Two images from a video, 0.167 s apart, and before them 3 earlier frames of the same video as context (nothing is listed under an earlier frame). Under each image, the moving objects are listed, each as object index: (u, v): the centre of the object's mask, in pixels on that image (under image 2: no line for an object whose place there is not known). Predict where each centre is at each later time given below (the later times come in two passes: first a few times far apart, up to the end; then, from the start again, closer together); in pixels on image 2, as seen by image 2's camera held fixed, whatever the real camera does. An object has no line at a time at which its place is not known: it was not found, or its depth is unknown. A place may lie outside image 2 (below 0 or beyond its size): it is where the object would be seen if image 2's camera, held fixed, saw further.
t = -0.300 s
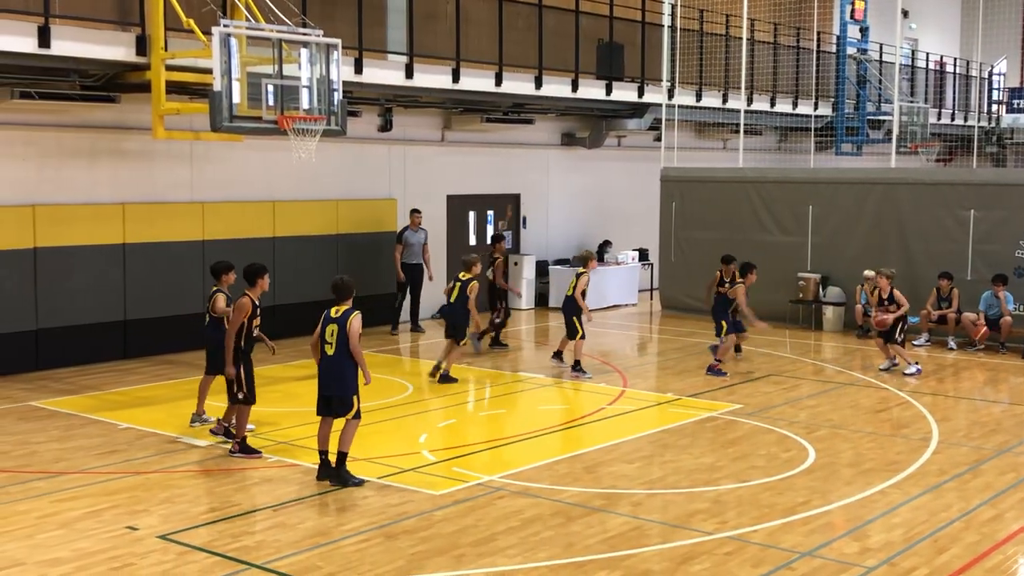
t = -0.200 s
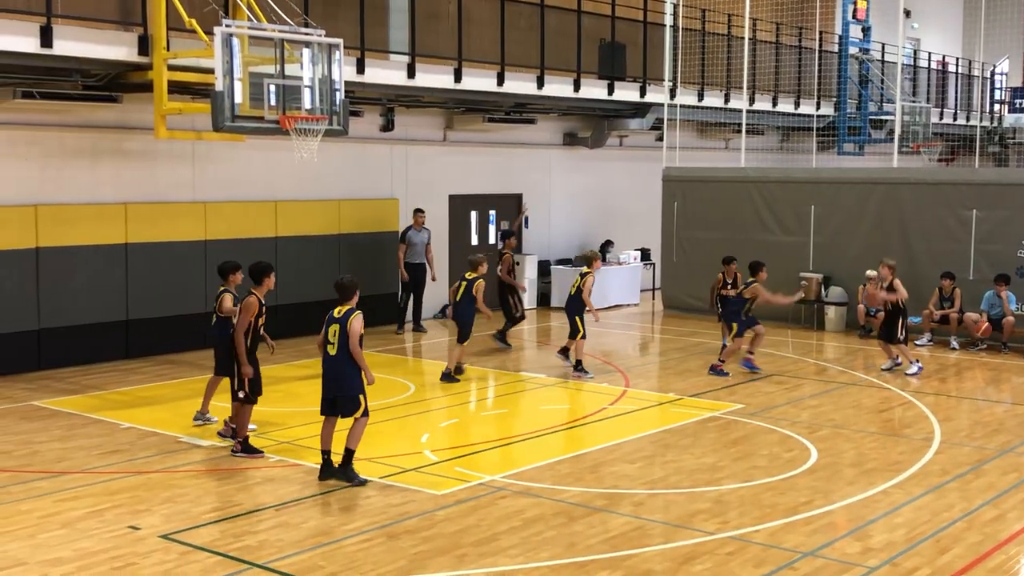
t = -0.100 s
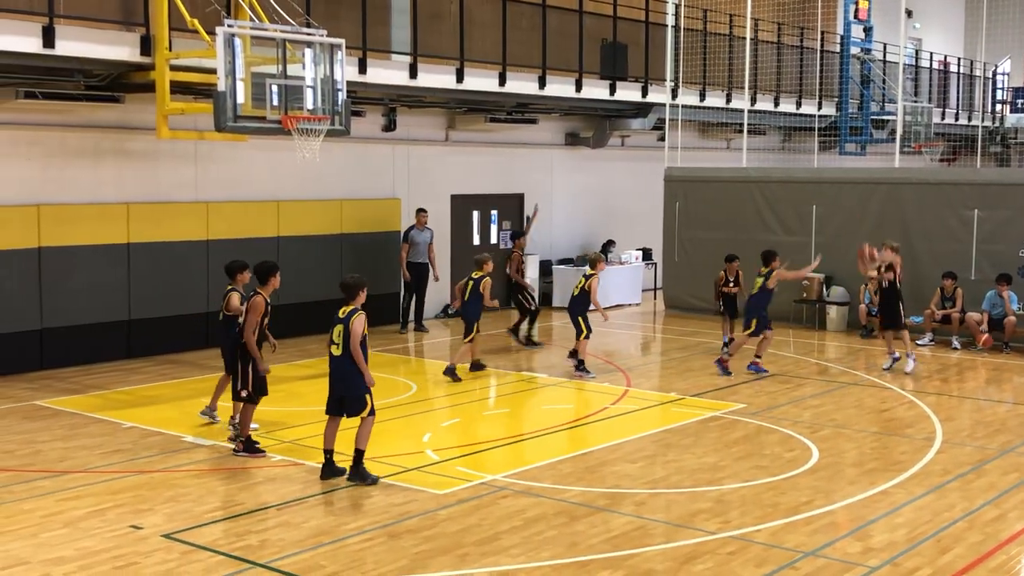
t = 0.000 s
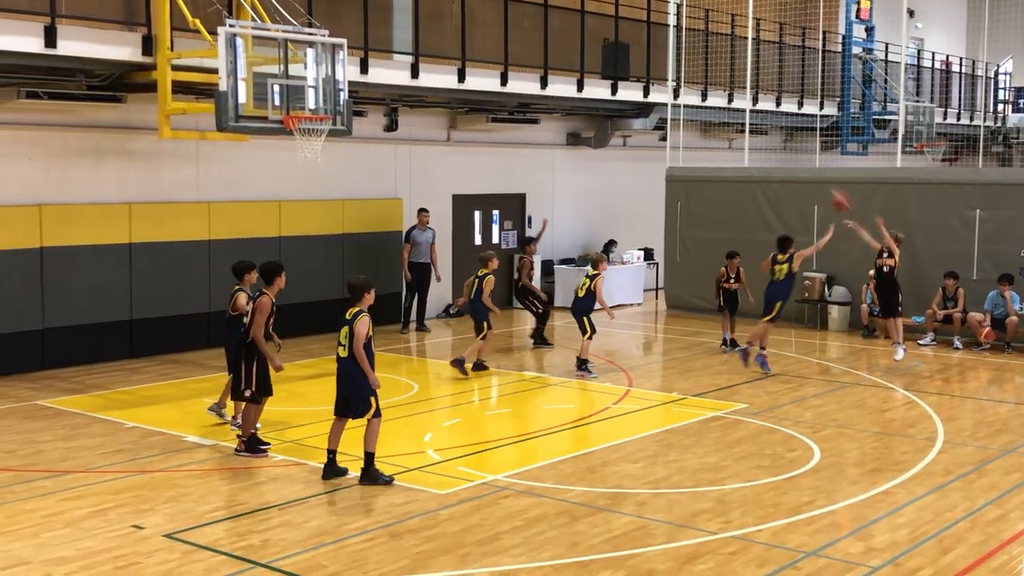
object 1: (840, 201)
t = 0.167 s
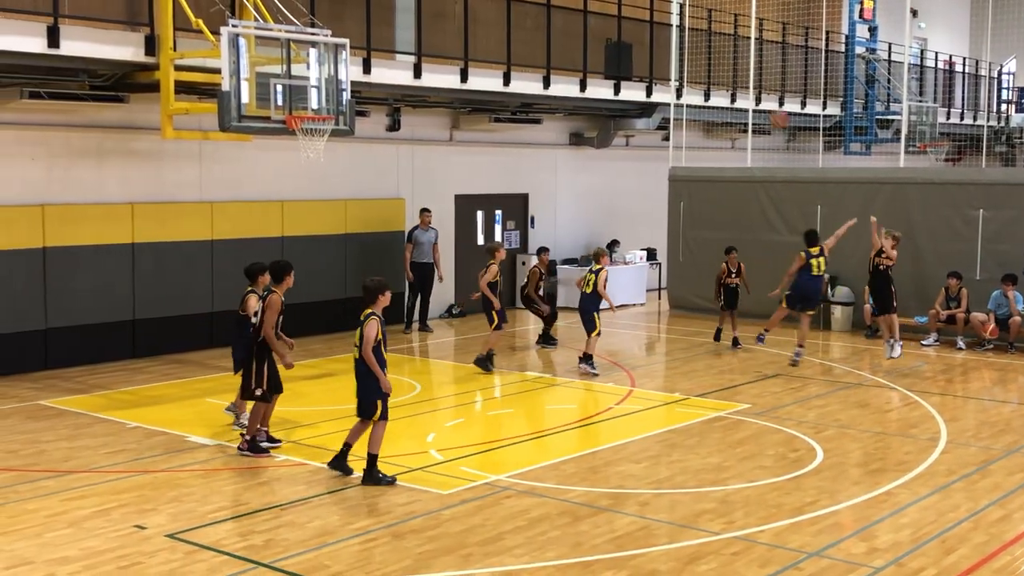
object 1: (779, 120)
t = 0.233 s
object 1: (754, 93)
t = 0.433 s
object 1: (674, 32)
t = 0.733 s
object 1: (550, 6)
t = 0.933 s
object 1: (469, 28)
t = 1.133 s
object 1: (385, 85)
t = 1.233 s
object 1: (341, 129)
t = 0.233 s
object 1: (754, 93)
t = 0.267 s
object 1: (739, 81)
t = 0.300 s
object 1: (726, 68)
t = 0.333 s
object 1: (713, 58)
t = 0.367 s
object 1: (700, 47)
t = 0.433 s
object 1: (674, 32)
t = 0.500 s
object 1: (647, 20)
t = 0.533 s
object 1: (633, 13)
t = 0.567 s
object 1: (619, 9)
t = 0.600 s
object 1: (607, 7)
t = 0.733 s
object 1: (550, 6)
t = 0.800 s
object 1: (523, 8)
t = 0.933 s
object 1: (469, 28)
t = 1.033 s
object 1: (426, 51)
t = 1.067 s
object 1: (413, 62)
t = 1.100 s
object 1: (399, 72)
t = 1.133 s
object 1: (385, 85)
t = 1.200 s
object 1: (356, 112)
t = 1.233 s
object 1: (341, 129)
